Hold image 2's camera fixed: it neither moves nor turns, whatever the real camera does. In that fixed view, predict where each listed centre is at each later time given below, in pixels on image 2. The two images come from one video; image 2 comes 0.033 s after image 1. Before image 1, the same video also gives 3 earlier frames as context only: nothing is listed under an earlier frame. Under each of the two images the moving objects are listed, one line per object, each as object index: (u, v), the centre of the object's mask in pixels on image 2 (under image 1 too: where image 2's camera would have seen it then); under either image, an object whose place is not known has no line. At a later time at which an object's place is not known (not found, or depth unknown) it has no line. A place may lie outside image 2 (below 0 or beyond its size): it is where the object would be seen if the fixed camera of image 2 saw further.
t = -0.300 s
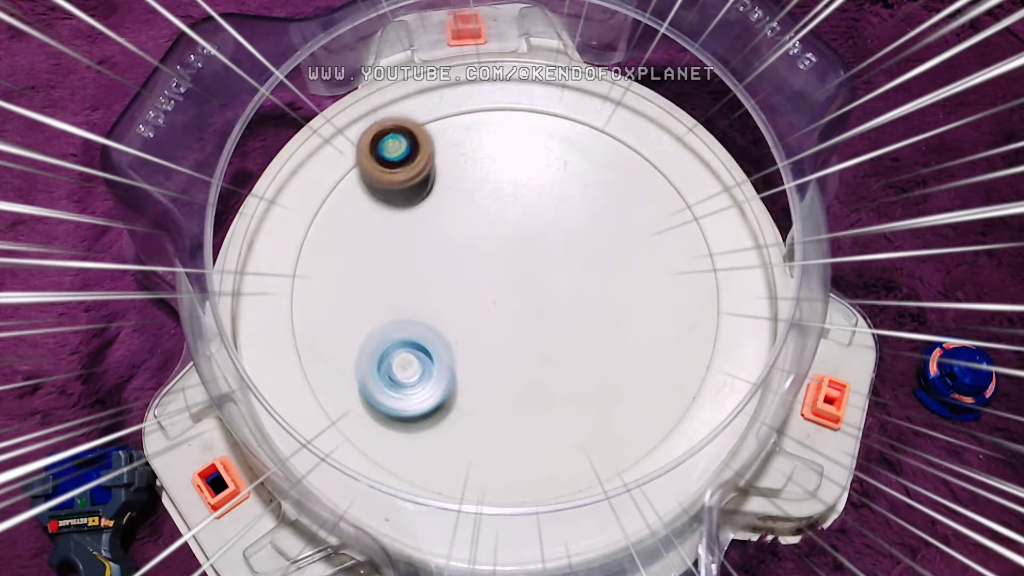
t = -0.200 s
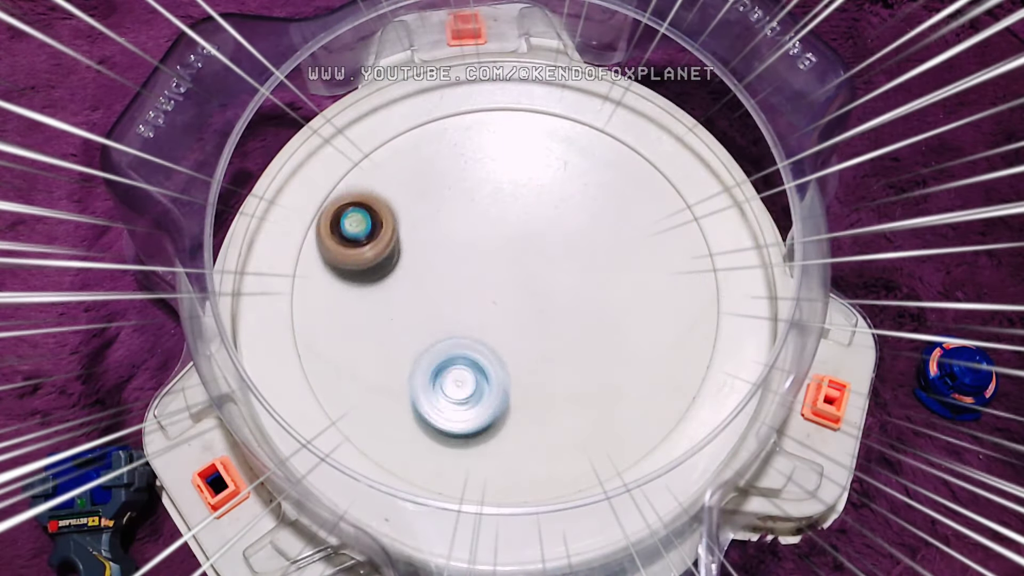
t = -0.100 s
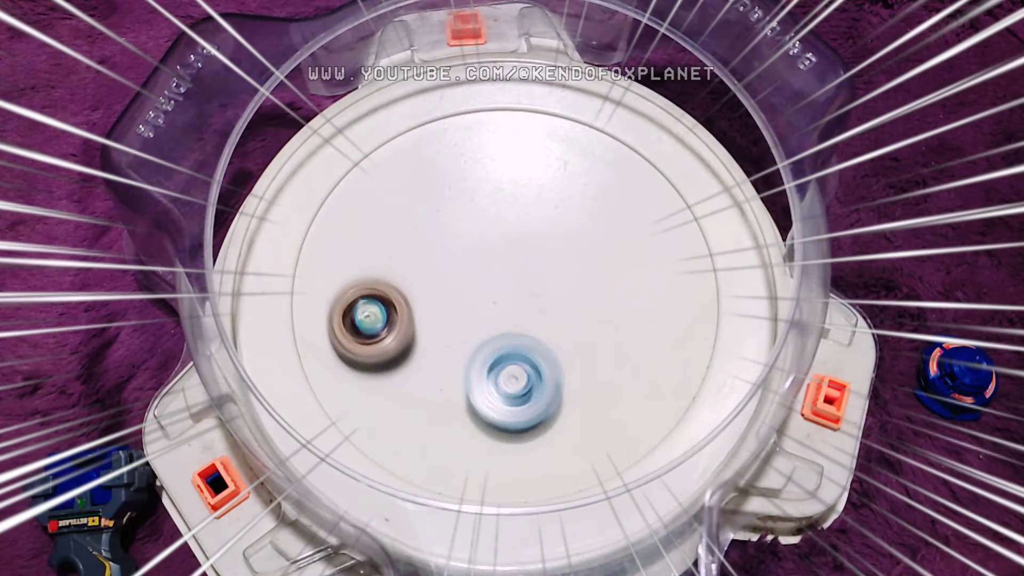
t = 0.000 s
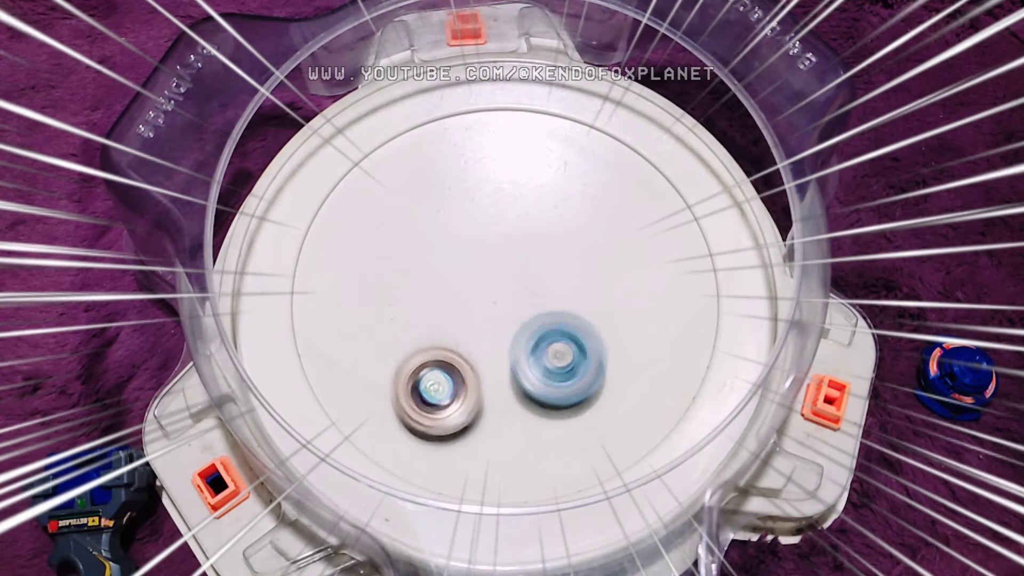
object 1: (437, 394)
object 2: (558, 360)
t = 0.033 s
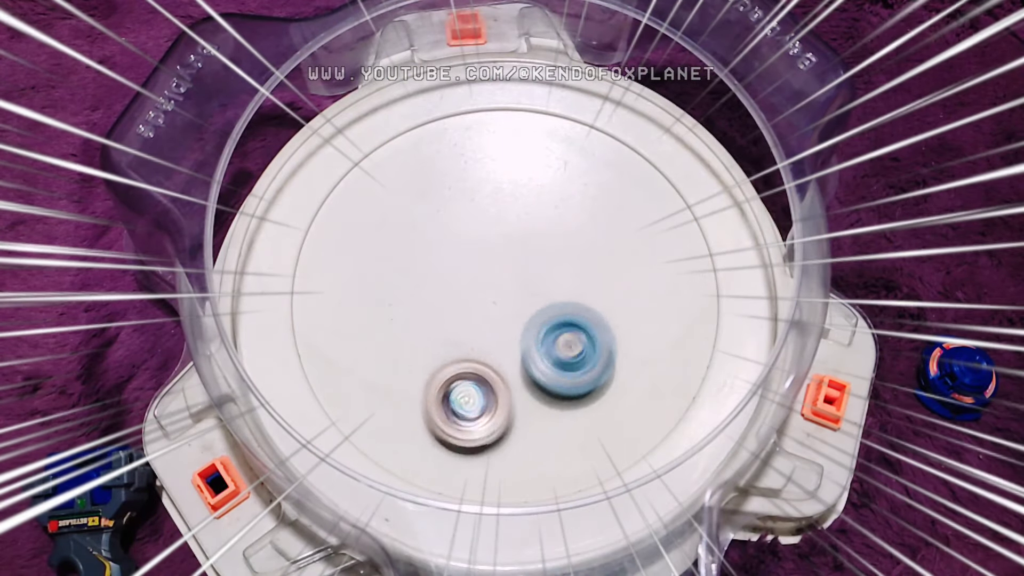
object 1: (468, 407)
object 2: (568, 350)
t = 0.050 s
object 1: (484, 410)
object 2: (573, 345)
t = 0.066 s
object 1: (500, 412)
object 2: (578, 340)
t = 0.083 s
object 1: (517, 412)
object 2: (582, 334)
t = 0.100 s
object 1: (534, 410)
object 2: (586, 328)
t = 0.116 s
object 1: (549, 408)
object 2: (589, 322)
